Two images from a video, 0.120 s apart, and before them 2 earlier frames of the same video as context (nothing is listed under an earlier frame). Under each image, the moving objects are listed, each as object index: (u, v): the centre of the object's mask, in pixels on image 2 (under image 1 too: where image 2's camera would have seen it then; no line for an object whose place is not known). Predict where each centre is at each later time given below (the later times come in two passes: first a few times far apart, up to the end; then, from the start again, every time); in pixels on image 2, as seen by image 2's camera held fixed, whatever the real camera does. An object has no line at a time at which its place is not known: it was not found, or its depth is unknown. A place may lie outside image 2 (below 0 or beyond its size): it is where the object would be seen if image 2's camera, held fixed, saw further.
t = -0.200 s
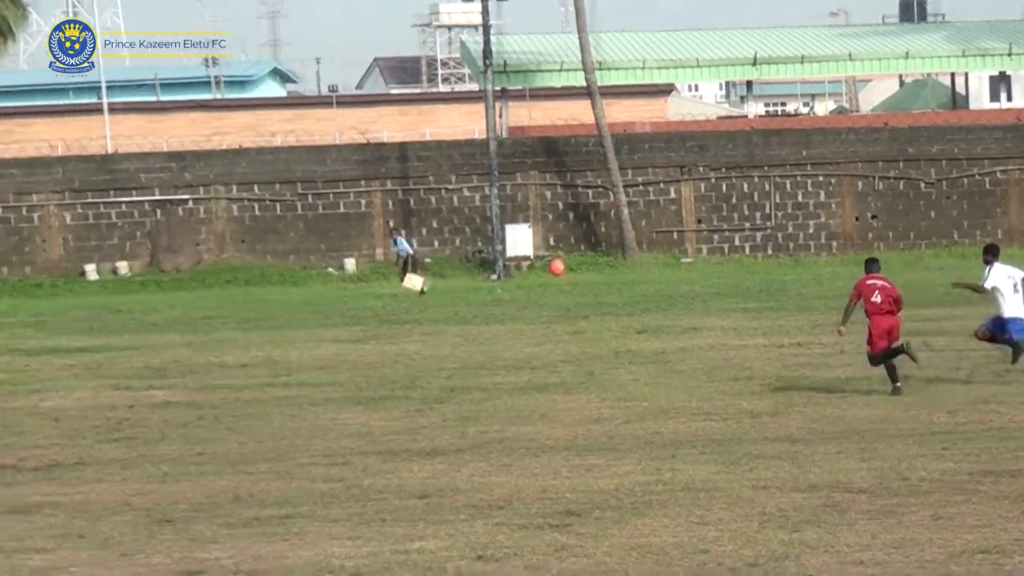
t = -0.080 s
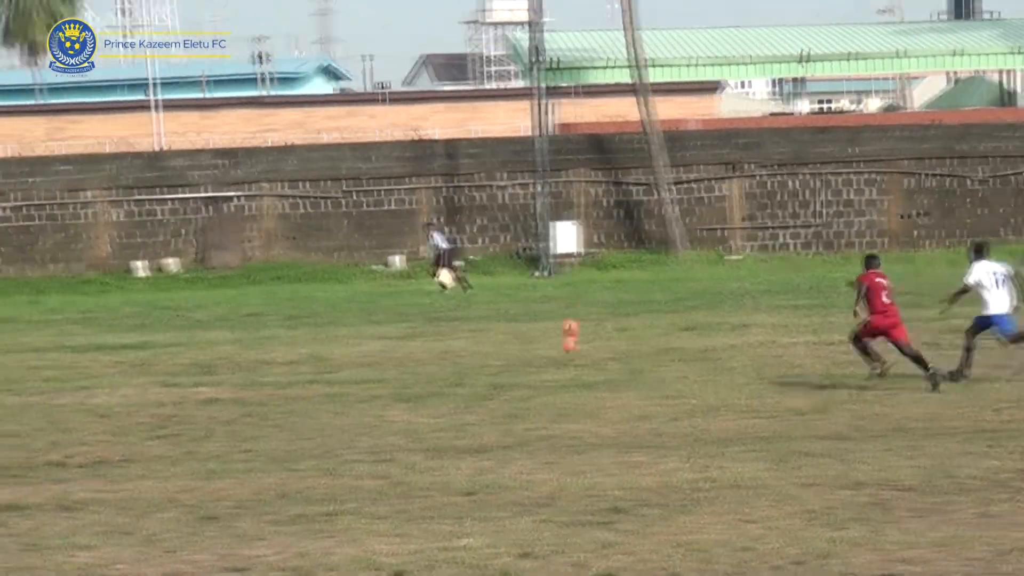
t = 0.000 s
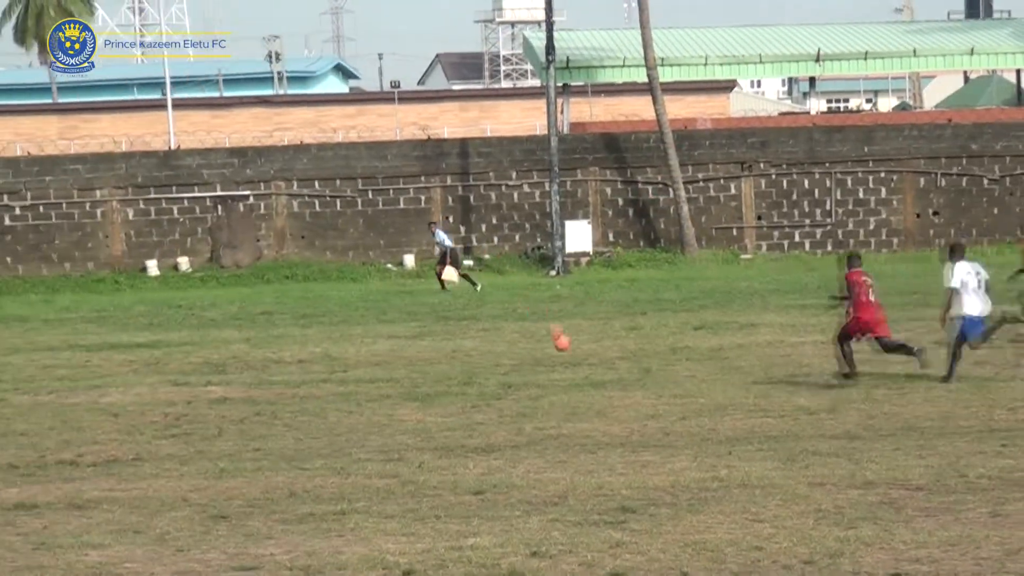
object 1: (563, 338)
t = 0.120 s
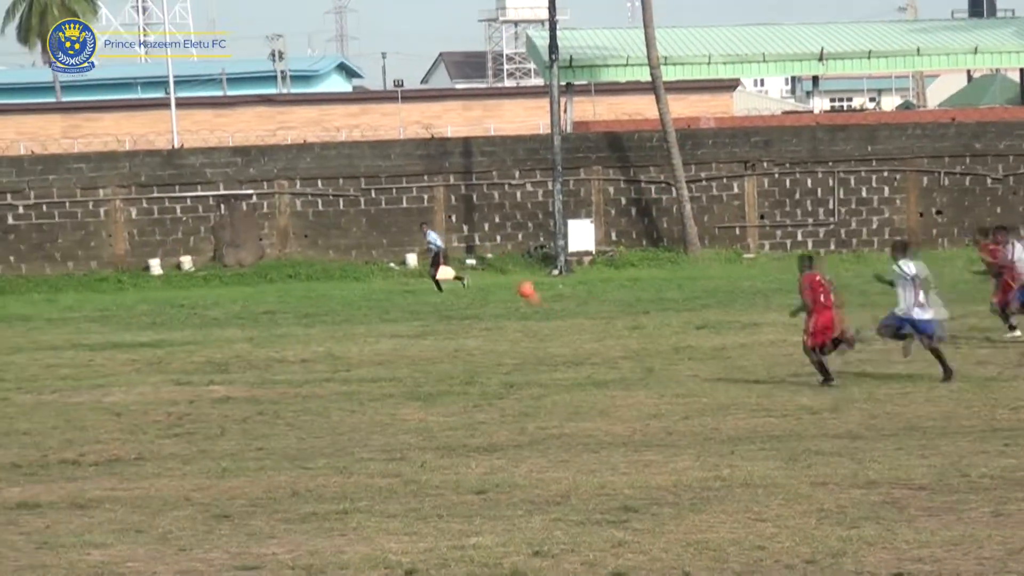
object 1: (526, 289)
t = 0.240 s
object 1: (495, 252)
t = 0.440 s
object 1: (441, 197)
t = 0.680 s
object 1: (372, 156)
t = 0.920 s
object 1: (305, 138)
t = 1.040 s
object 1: (275, 137)
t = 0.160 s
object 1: (518, 279)
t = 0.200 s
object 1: (507, 265)
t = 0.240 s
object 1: (495, 252)
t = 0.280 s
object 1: (484, 241)
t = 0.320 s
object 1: (472, 228)
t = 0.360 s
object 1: (463, 218)
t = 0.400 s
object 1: (449, 207)
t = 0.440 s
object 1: (441, 197)
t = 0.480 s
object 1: (427, 190)
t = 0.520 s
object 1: (418, 182)
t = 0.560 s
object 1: (408, 174)
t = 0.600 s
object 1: (395, 167)
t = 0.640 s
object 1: (386, 161)
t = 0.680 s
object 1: (372, 156)
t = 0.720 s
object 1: (364, 152)
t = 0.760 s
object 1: (350, 148)
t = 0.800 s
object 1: (342, 144)
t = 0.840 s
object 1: (328, 142)
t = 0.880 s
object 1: (319, 139)
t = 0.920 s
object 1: (305, 138)
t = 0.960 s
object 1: (298, 137)
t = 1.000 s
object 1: (289, 137)
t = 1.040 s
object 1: (275, 137)
